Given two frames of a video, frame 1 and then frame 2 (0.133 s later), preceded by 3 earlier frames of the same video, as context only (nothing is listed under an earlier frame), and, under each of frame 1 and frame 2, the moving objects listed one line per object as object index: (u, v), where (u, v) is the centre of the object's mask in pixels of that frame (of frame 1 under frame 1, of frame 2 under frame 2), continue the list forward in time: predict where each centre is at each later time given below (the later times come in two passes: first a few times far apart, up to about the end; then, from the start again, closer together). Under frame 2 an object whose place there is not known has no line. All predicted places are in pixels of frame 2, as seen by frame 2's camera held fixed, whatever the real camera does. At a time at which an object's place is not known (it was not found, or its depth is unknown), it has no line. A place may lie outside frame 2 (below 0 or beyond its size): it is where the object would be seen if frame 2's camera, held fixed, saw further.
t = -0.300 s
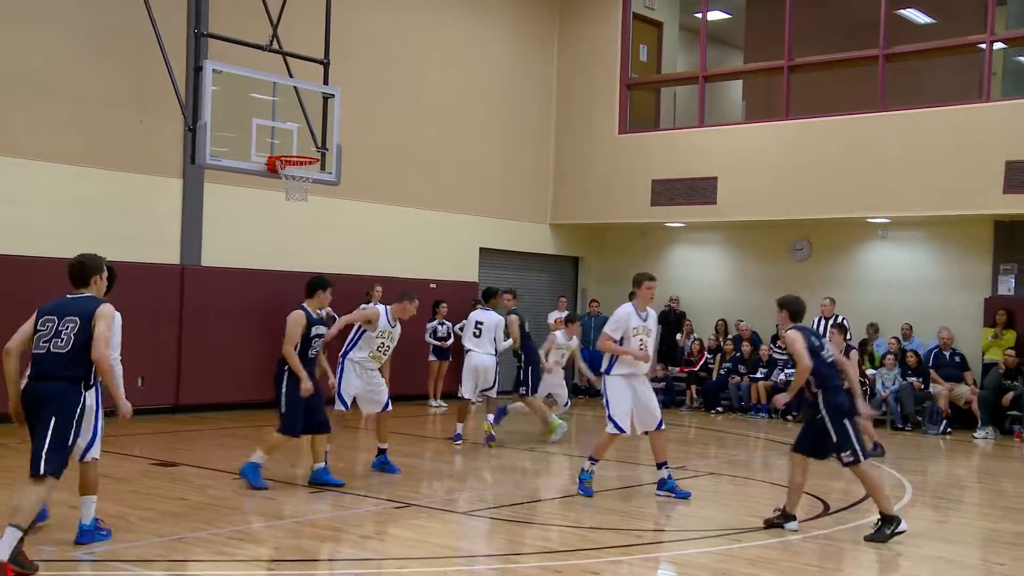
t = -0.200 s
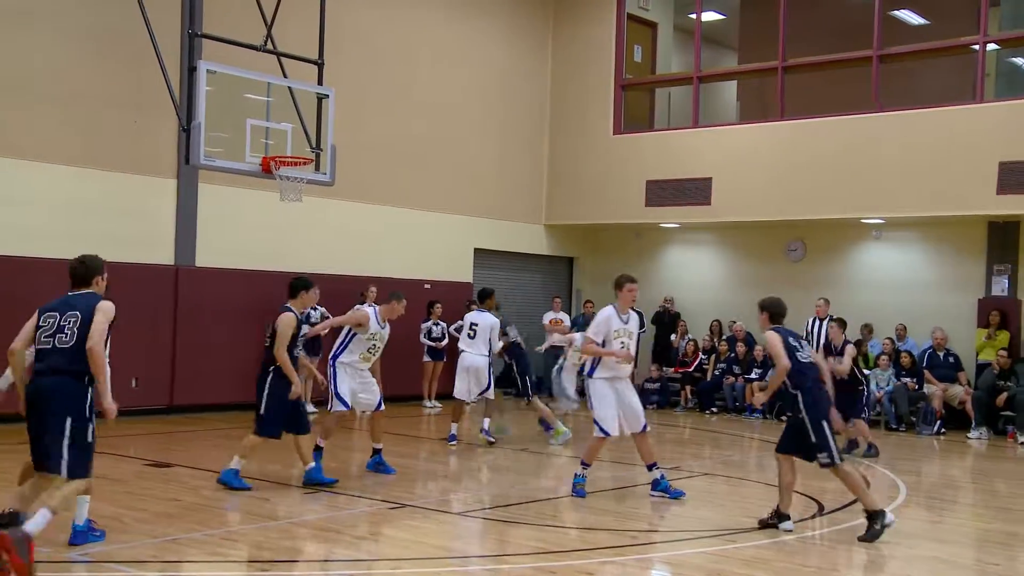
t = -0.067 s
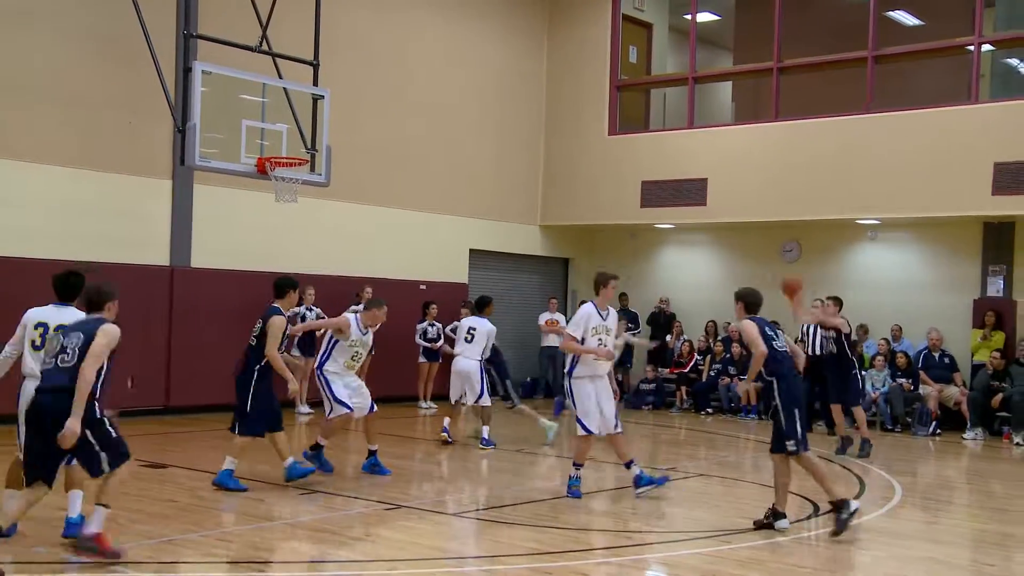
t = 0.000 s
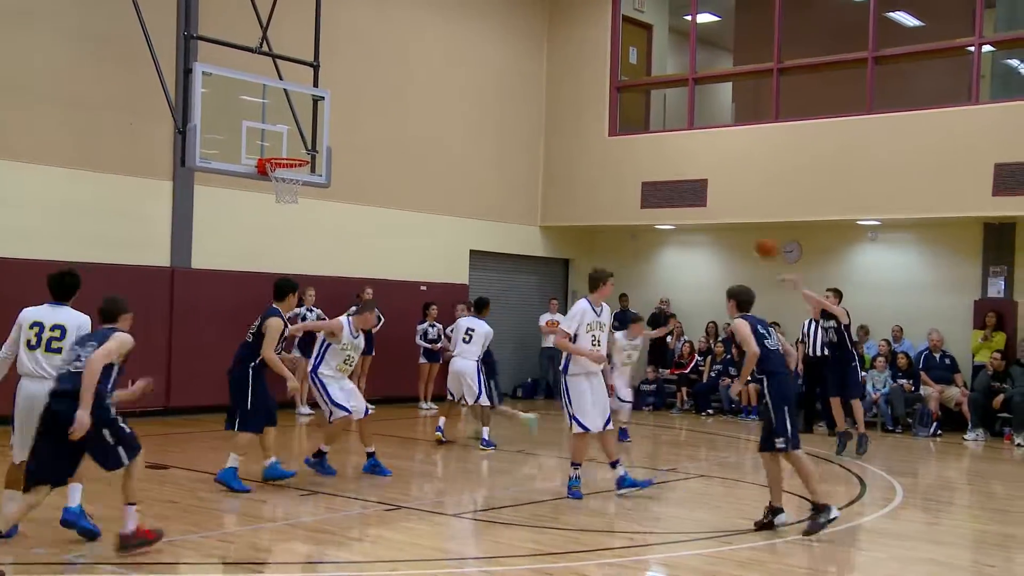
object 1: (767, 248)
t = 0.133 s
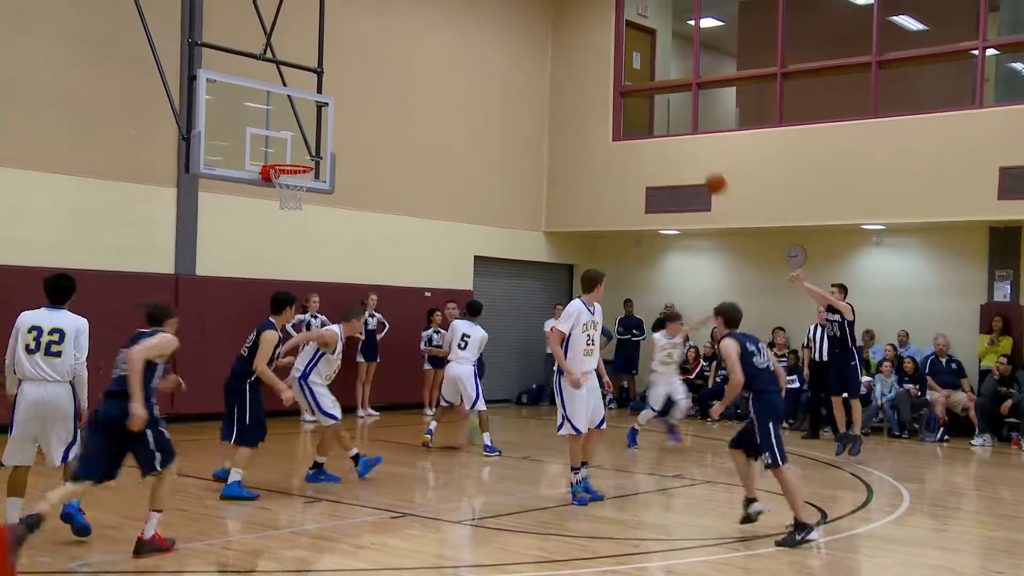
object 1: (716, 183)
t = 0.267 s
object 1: (658, 131)
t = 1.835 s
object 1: (503, 198)
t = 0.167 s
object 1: (701, 169)
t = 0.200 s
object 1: (687, 155)
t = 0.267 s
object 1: (658, 131)
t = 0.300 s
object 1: (644, 119)
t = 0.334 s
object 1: (630, 107)
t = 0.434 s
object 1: (587, 84)
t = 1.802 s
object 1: (494, 188)
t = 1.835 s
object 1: (503, 198)
